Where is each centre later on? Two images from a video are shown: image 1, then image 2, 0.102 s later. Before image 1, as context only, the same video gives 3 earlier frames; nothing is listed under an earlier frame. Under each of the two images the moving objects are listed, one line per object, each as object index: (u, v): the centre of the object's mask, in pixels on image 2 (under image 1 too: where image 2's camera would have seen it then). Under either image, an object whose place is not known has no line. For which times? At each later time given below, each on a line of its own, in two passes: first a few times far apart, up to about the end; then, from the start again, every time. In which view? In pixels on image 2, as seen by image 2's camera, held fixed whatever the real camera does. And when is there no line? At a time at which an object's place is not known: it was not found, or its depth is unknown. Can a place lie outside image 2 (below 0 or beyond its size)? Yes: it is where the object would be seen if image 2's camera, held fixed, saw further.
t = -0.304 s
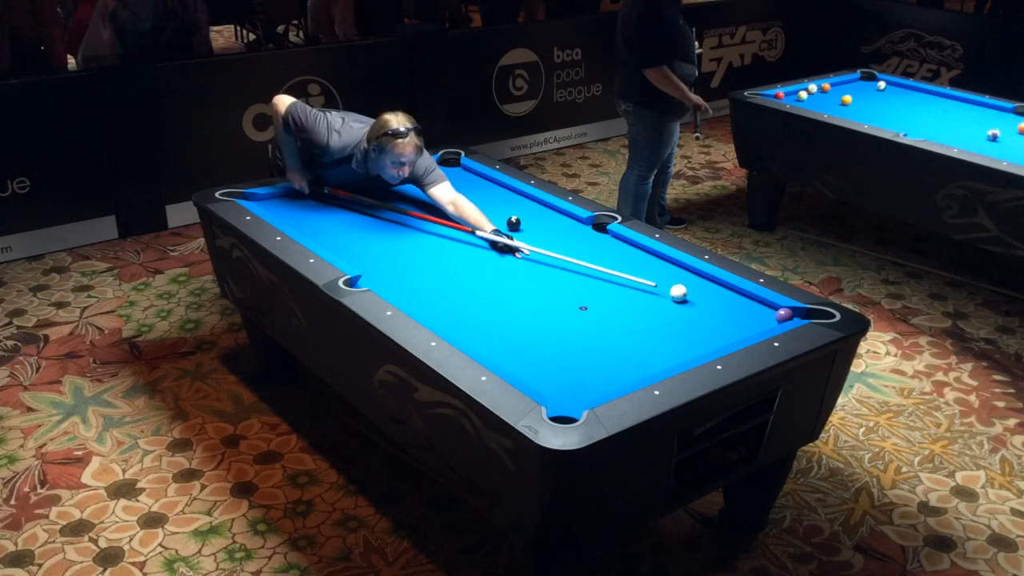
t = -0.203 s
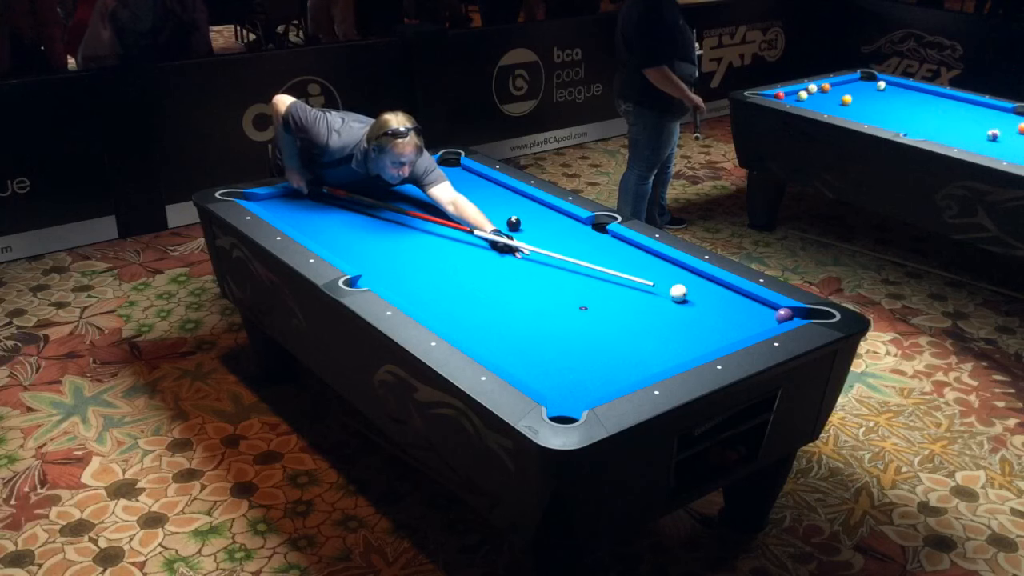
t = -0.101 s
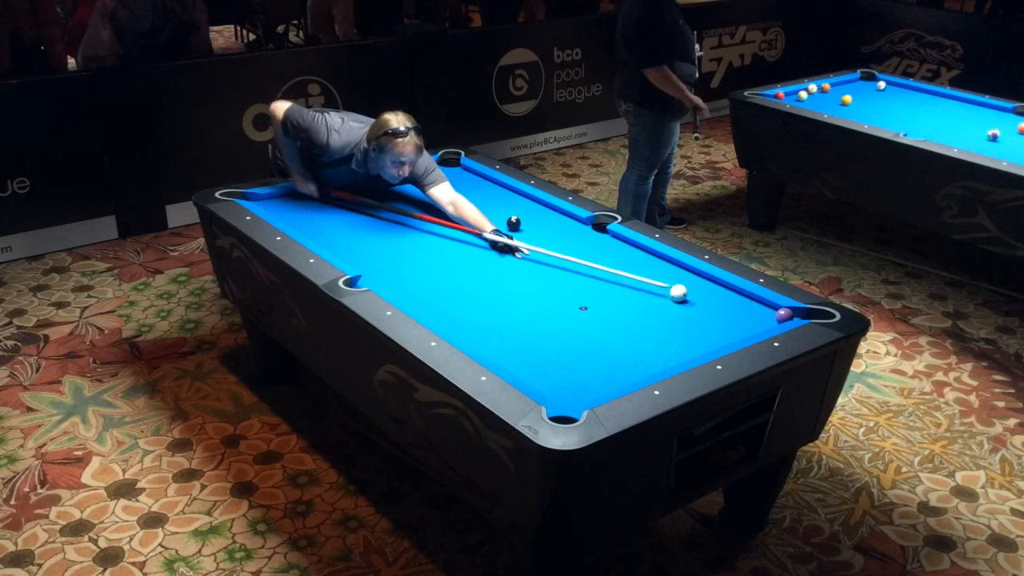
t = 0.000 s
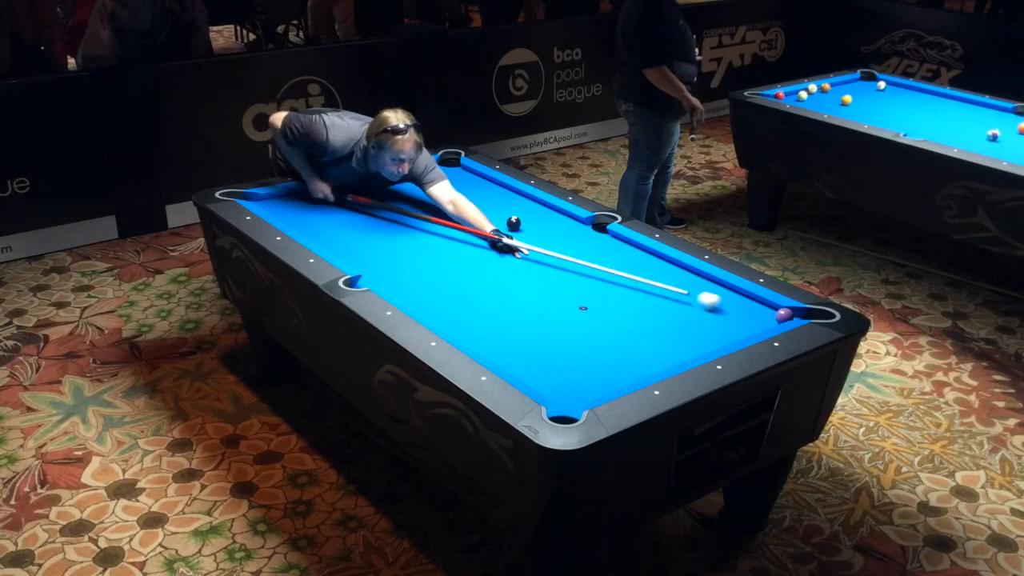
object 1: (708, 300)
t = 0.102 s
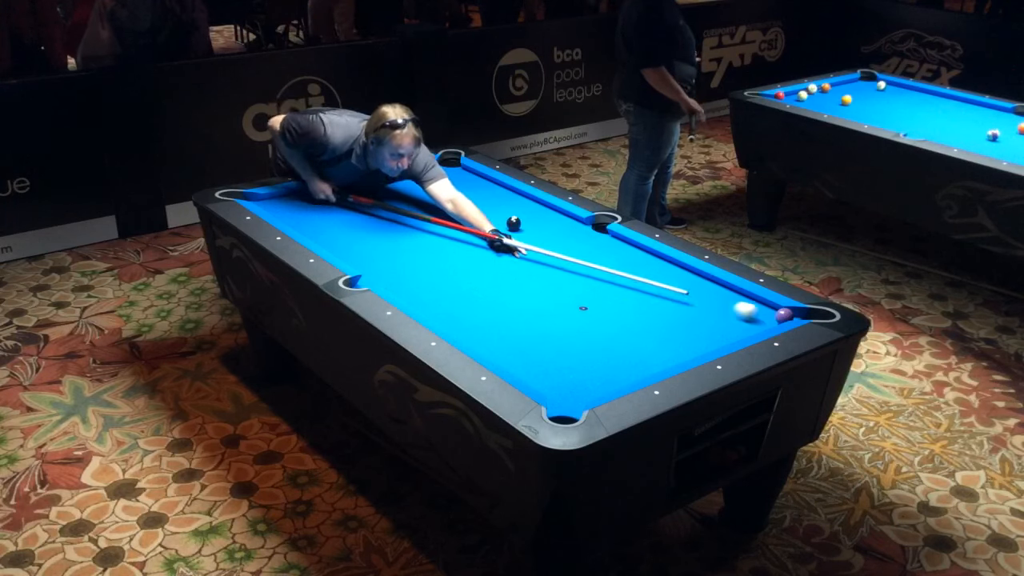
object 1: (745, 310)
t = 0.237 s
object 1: (770, 321)
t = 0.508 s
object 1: (738, 315)
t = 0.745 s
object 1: (714, 308)
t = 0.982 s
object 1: (691, 302)
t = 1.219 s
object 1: (670, 297)
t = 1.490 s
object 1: (647, 291)
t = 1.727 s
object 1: (627, 286)
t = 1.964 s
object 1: (611, 282)
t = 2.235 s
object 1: (594, 278)
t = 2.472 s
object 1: (580, 274)
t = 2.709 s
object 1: (568, 271)
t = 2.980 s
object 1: (556, 268)
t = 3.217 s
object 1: (545, 265)
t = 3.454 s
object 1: (537, 263)
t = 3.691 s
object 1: (529, 261)
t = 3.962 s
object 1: (520, 259)
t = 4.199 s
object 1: (515, 258)
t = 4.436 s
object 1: (511, 257)
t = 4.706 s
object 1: (507, 256)
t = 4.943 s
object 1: (504, 255)
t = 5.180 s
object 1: (503, 255)
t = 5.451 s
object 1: (502, 255)
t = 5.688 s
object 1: (502, 255)
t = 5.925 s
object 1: (503, 255)
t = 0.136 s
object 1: (758, 314)
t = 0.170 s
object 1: (767, 317)
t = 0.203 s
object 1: (769, 319)
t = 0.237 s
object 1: (770, 321)
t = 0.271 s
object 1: (765, 320)
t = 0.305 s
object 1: (761, 320)
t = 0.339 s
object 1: (757, 320)
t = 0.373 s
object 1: (753, 318)
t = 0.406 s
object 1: (750, 318)
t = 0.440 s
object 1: (746, 317)
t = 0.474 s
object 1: (742, 316)
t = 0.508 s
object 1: (738, 315)
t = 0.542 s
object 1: (735, 314)
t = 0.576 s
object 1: (731, 313)
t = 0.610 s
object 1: (727, 312)
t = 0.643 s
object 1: (724, 311)
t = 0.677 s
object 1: (721, 310)
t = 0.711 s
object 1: (717, 309)
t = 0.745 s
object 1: (714, 308)
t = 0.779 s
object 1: (710, 307)
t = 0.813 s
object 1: (707, 306)
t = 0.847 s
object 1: (704, 306)
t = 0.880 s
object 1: (701, 305)
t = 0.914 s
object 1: (697, 304)
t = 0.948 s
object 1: (694, 303)
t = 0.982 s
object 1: (691, 302)
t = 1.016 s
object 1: (688, 301)
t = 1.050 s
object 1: (685, 301)
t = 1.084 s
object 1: (682, 300)
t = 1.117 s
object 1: (679, 299)
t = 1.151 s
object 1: (676, 299)
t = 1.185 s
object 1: (673, 298)
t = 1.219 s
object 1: (670, 297)
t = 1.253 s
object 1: (667, 296)
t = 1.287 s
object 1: (664, 296)
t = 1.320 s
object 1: (661, 295)
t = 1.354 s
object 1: (658, 294)
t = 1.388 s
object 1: (655, 293)
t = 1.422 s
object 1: (653, 293)
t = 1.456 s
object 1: (650, 292)
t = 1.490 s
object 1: (647, 291)
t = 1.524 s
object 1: (645, 291)
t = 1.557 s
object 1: (642, 290)
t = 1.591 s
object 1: (637, 289)
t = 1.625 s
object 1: (634, 288)
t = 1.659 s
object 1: (632, 287)
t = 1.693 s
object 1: (630, 287)
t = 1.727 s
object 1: (627, 286)
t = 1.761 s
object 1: (625, 286)
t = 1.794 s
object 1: (622, 285)
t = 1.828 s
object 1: (620, 284)
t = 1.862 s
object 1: (618, 284)
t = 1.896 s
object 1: (615, 283)
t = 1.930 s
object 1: (613, 283)
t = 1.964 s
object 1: (611, 282)
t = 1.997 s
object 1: (609, 282)
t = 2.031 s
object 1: (606, 281)
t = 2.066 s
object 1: (604, 281)
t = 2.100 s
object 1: (602, 280)
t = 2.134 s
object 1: (600, 279)
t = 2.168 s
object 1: (598, 279)
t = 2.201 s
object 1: (596, 278)
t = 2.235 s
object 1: (594, 278)
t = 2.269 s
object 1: (592, 278)
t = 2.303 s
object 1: (590, 277)
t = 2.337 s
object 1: (588, 276)
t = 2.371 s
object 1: (586, 276)
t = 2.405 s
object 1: (584, 275)
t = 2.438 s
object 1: (582, 275)
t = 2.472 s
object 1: (580, 274)
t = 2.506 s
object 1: (578, 274)
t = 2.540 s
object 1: (577, 273)
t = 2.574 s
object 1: (575, 273)
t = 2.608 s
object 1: (573, 273)
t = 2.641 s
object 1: (571, 272)
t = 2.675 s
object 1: (570, 272)
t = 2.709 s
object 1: (568, 271)
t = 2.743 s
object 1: (567, 271)
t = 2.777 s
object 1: (565, 270)
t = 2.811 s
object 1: (563, 270)
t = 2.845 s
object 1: (561, 270)
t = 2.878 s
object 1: (560, 269)
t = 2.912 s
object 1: (558, 269)
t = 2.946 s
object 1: (557, 268)
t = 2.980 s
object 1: (556, 268)
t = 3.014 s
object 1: (554, 268)
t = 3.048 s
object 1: (552, 267)
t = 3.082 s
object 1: (551, 267)
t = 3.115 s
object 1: (550, 266)
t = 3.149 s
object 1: (548, 266)
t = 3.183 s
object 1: (547, 266)
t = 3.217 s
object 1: (545, 265)
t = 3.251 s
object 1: (544, 265)
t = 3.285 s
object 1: (543, 265)
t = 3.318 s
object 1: (542, 264)
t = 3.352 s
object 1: (540, 264)
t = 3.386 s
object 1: (539, 264)
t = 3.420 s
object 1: (538, 264)
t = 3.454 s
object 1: (537, 263)
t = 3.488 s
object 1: (535, 263)
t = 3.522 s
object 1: (534, 263)
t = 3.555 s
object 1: (533, 262)
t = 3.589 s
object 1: (532, 262)
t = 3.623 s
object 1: (531, 262)
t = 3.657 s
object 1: (530, 262)
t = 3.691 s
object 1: (529, 261)
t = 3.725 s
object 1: (528, 261)
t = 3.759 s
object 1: (527, 261)
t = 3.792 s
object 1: (526, 260)
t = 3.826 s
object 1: (525, 260)
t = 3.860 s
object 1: (524, 260)
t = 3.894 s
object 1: (522, 259)
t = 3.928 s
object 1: (521, 259)
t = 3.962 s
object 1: (520, 259)
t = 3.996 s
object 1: (520, 259)
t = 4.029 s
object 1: (519, 259)
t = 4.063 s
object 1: (518, 259)
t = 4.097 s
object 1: (517, 258)
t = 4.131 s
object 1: (516, 258)
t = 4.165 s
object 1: (516, 258)
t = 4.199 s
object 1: (515, 258)
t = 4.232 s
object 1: (514, 258)
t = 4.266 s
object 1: (514, 257)
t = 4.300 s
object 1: (513, 257)
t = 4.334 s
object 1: (513, 257)
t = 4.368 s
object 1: (512, 257)
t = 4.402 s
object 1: (511, 257)
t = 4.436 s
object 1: (511, 257)
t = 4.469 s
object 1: (510, 257)
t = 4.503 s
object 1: (510, 256)
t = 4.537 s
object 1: (509, 256)
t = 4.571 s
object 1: (509, 256)
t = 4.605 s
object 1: (508, 256)
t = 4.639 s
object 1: (507, 256)
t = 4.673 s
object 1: (507, 256)
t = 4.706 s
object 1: (507, 256)
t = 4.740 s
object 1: (507, 256)
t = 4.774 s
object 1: (506, 256)
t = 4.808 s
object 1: (506, 256)
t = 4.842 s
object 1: (505, 255)
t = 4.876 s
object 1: (505, 255)
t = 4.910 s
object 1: (505, 255)
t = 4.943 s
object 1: (504, 255)
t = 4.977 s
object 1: (504, 255)
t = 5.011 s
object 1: (504, 255)
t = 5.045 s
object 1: (504, 255)
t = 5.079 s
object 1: (503, 255)
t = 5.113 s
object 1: (503, 255)
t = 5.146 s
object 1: (503, 255)
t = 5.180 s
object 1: (503, 255)
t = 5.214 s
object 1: (503, 255)
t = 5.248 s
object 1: (503, 255)
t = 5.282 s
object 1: (503, 255)
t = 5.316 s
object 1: (502, 255)
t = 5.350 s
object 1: (502, 255)
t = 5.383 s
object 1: (502, 255)
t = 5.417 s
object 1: (502, 255)
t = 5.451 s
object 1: (502, 255)
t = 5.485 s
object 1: (502, 255)
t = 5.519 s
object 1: (502, 255)
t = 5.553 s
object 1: (502, 255)
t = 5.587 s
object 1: (502, 255)
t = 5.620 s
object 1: (502, 255)
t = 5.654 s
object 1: (502, 255)
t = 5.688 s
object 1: (502, 255)
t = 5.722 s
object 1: (502, 255)
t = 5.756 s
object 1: (502, 255)
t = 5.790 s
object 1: (502, 255)
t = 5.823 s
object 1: (502, 255)
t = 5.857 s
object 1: (503, 255)
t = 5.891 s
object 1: (502, 255)
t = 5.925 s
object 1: (503, 255)
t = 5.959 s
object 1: (503, 255)
